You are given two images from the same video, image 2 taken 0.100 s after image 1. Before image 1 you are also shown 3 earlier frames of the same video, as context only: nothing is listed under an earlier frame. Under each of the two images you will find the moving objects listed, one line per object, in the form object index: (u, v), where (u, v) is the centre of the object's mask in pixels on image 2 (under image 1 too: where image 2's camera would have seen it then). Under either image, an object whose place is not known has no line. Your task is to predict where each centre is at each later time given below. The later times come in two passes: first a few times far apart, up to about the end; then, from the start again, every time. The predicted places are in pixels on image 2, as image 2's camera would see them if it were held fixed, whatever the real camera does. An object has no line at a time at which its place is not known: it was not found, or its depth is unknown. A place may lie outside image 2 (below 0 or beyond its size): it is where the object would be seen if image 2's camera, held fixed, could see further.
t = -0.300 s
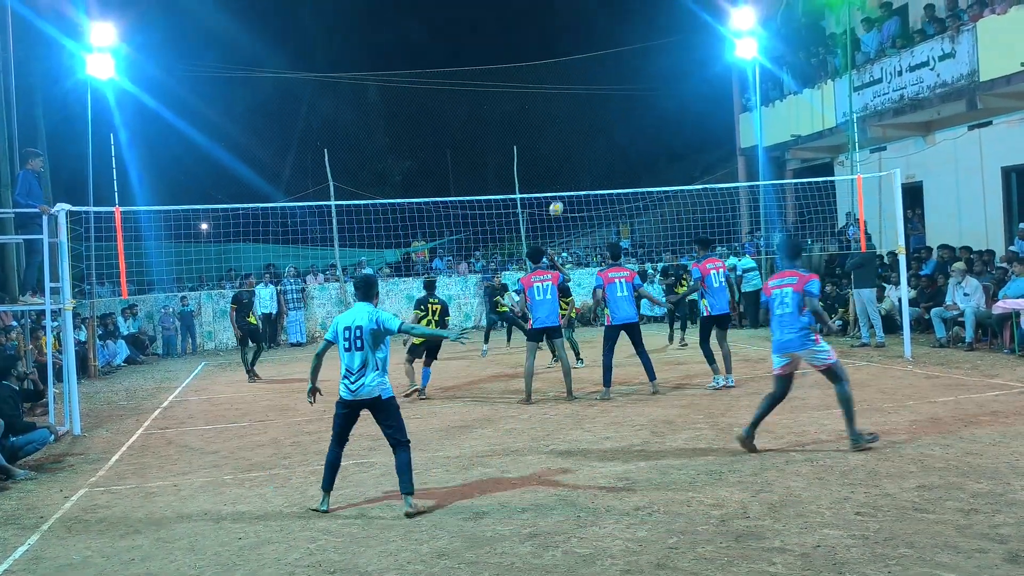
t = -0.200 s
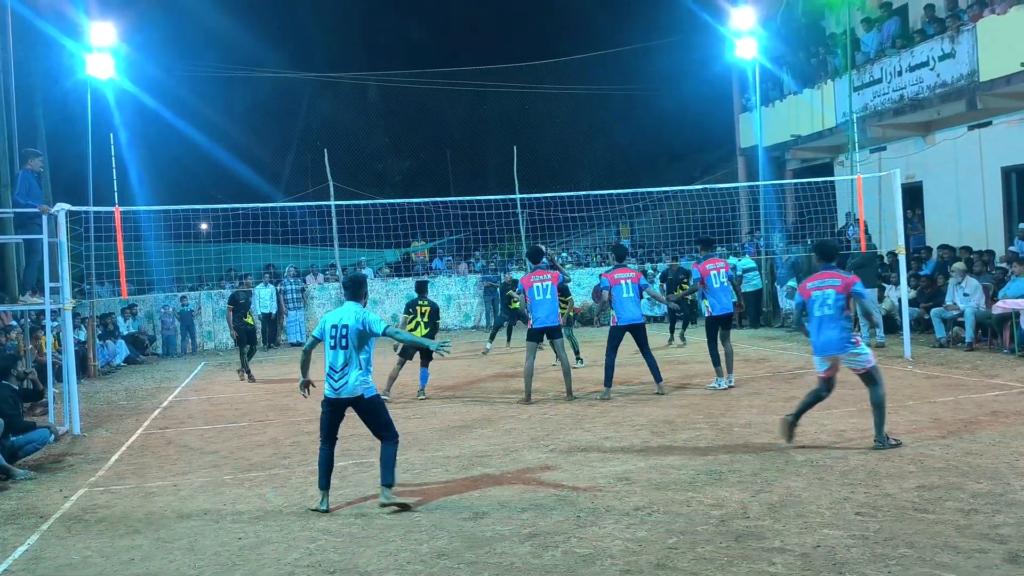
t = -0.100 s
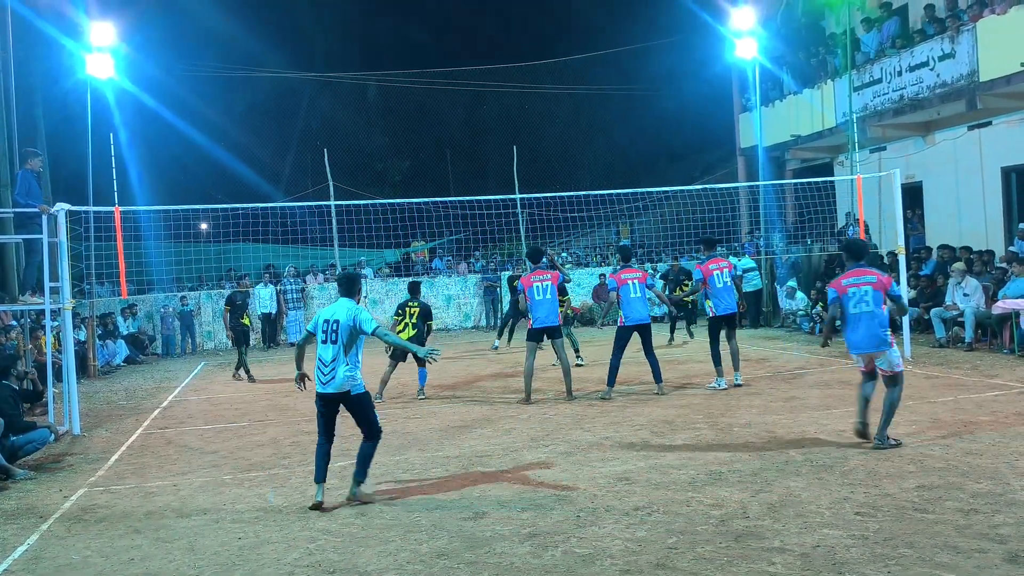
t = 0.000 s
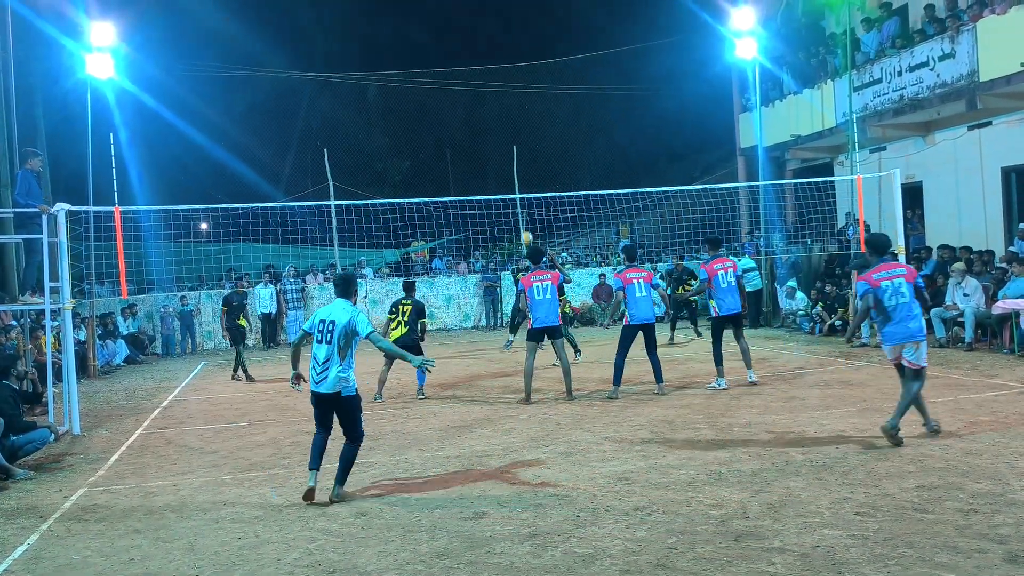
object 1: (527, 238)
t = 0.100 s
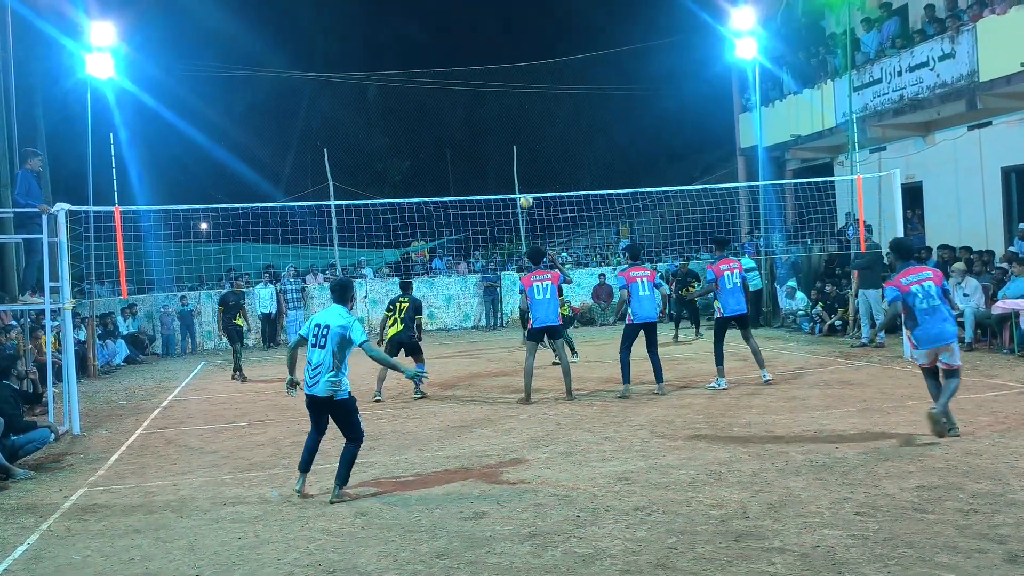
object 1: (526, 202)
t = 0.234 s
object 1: (525, 160)
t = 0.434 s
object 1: (525, 115)
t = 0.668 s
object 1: (526, 92)
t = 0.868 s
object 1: (529, 98)
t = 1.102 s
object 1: (535, 141)
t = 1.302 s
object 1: (543, 209)
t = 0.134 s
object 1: (526, 189)
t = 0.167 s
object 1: (525, 180)
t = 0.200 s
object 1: (525, 170)
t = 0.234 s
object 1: (525, 160)
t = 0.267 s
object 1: (525, 151)
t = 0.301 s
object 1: (525, 143)
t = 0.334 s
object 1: (525, 135)
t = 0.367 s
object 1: (525, 128)
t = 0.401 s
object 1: (525, 122)
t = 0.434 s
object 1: (525, 115)
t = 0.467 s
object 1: (525, 110)
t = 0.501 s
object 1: (525, 105)
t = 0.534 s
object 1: (525, 102)
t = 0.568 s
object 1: (525, 98)
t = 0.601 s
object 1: (526, 95)
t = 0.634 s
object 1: (526, 93)
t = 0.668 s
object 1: (526, 92)
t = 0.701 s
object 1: (527, 91)
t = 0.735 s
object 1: (527, 91)
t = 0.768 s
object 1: (527, 92)
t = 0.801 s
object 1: (528, 93)
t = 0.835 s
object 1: (528, 95)
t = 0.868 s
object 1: (529, 98)
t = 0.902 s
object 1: (530, 102)
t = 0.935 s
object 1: (531, 107)
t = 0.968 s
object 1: (532, 112)
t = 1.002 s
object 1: (532, 118)
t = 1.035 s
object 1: (533, 125)
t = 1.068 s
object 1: (534, 132)
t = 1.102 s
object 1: (535, 141)
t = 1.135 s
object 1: (536, 150)
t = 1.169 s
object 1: (538, 161)
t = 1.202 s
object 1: (539, 172)
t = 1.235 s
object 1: (540, 184)
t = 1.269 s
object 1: (542, 197)
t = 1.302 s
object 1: (543, 209)
